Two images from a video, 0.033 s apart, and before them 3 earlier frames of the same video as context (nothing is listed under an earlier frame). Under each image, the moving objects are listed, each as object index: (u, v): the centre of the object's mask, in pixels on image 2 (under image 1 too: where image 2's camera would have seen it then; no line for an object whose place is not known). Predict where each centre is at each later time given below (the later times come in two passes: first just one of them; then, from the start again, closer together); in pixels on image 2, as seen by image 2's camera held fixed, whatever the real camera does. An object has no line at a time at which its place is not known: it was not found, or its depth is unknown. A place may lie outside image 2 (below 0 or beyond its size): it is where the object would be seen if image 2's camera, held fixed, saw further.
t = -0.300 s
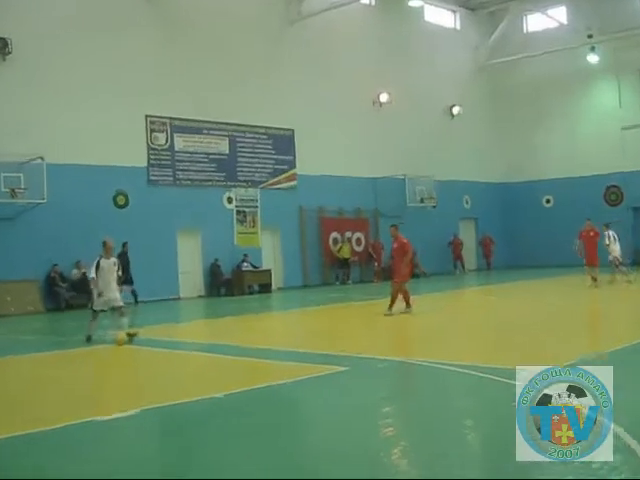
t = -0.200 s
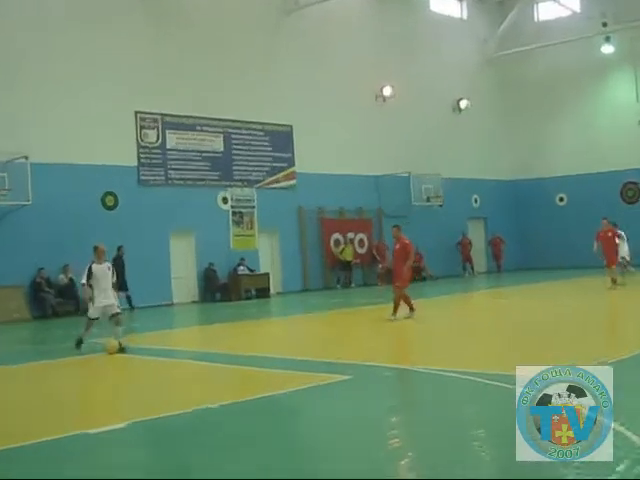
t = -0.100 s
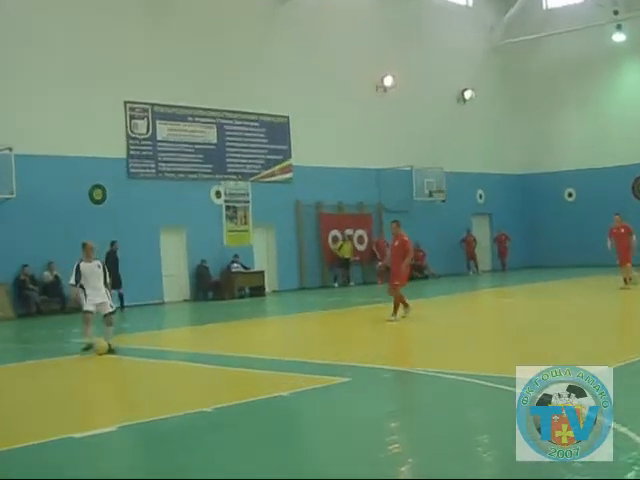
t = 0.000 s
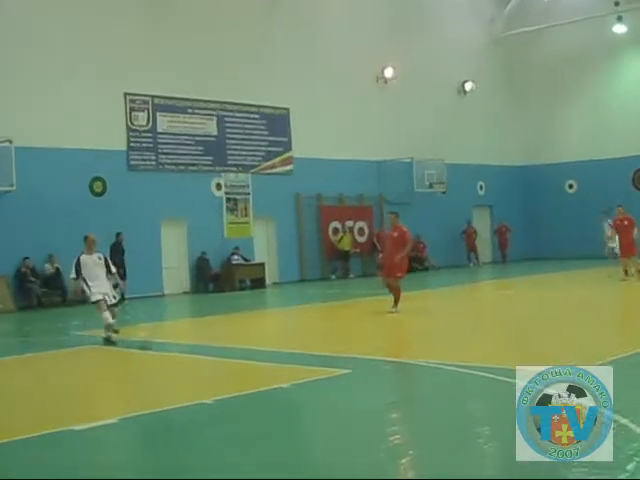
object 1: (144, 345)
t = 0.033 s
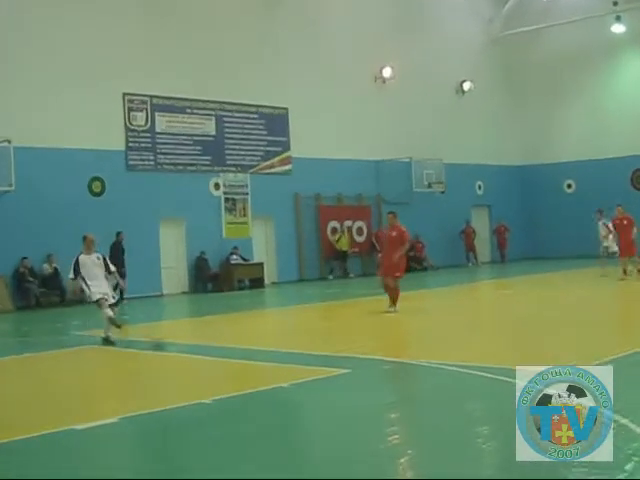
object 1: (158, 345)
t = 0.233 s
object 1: (264, 347)
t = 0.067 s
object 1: (175, 345)
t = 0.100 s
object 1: (193, 344)
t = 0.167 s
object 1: (228, 343)
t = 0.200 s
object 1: (246, 346)
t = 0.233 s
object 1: (264, 347)
